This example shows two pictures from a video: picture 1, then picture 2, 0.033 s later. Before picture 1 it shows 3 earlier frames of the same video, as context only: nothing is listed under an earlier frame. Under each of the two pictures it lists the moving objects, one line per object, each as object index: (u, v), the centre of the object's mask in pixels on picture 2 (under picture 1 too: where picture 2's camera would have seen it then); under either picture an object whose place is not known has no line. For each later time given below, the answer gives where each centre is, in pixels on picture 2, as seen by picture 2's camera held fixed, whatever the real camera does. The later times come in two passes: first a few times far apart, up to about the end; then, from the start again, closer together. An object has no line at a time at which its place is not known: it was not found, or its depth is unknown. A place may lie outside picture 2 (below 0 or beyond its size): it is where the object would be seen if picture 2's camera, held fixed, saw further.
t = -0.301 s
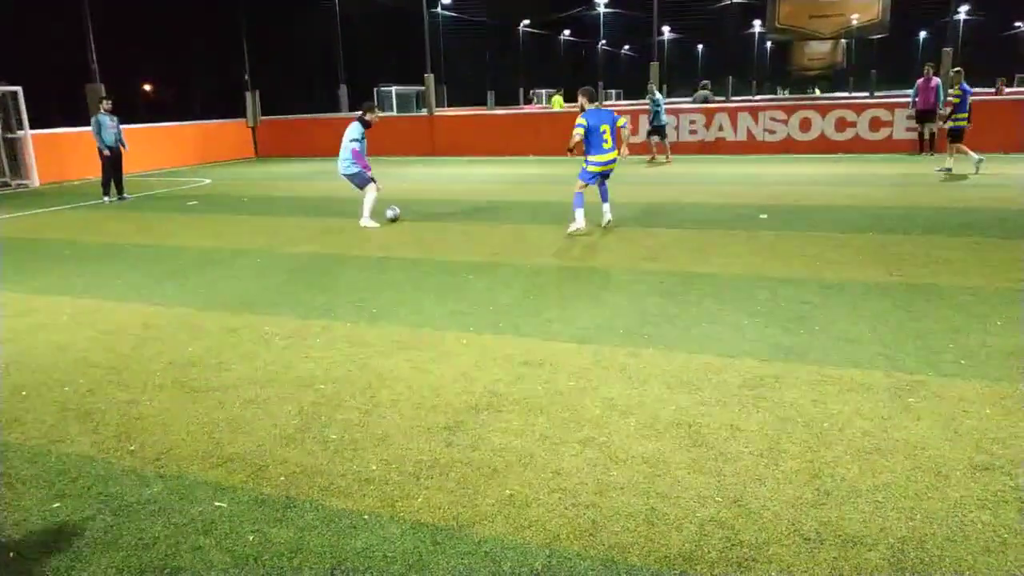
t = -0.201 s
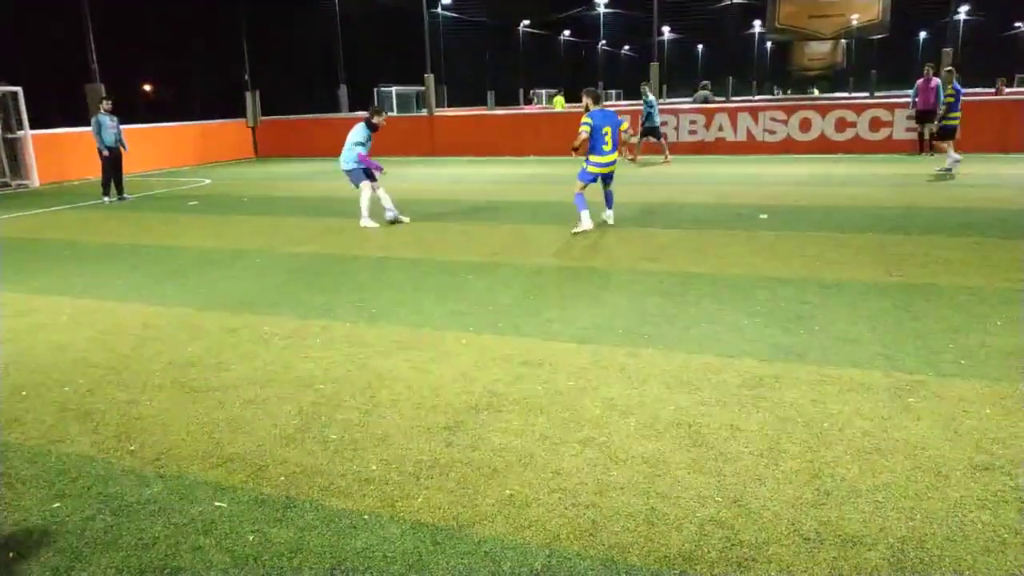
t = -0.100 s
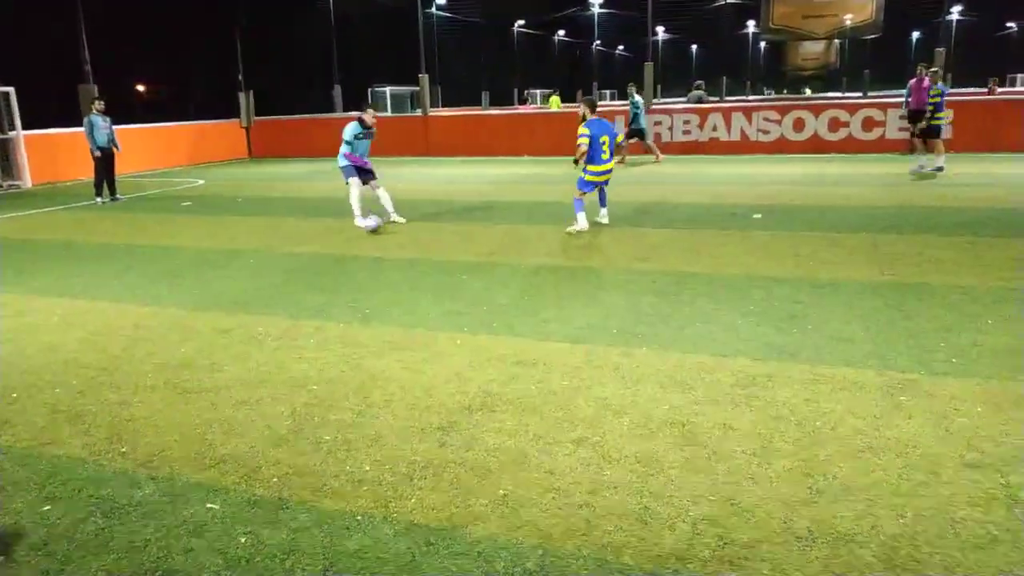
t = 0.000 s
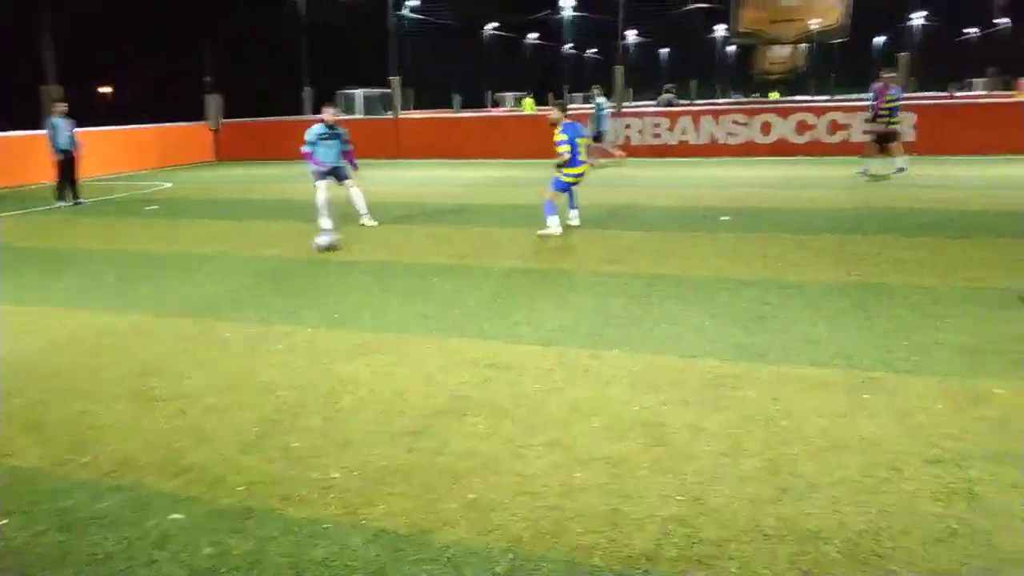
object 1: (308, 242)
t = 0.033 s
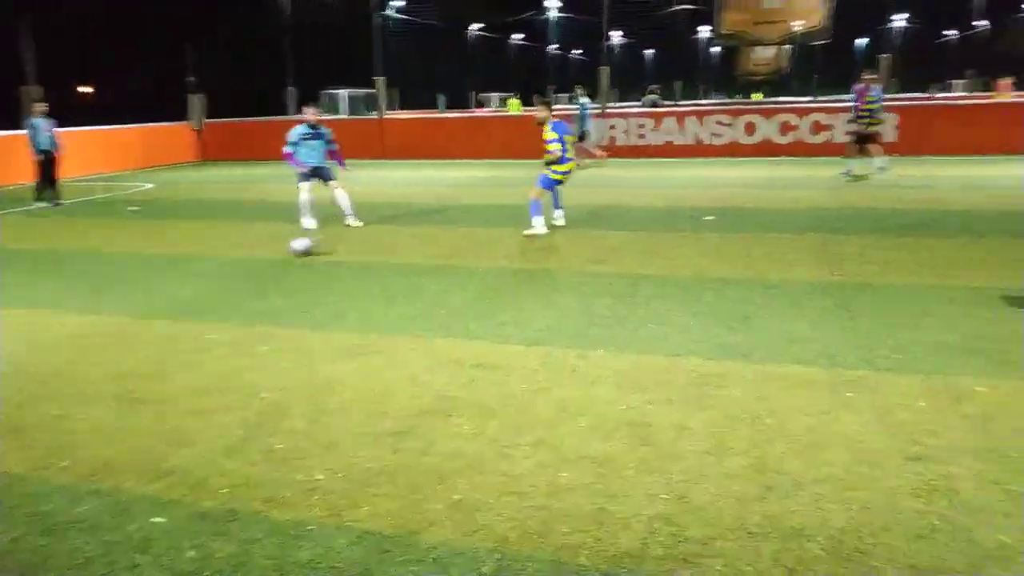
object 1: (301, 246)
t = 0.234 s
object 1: (267, 272)
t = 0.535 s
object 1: (201, 315)
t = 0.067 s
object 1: (296, 250)
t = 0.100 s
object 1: (291, 254)
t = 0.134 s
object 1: (285, 258)
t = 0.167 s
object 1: (279, 263)
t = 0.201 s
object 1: (274, 267)
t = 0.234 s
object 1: (267, 272)
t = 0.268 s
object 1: (260, 277)
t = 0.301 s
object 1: (253, 282)
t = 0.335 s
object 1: (247, 286)
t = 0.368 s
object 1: (238, 290)
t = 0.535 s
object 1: (201, 315)
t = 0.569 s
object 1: (191, 323)
